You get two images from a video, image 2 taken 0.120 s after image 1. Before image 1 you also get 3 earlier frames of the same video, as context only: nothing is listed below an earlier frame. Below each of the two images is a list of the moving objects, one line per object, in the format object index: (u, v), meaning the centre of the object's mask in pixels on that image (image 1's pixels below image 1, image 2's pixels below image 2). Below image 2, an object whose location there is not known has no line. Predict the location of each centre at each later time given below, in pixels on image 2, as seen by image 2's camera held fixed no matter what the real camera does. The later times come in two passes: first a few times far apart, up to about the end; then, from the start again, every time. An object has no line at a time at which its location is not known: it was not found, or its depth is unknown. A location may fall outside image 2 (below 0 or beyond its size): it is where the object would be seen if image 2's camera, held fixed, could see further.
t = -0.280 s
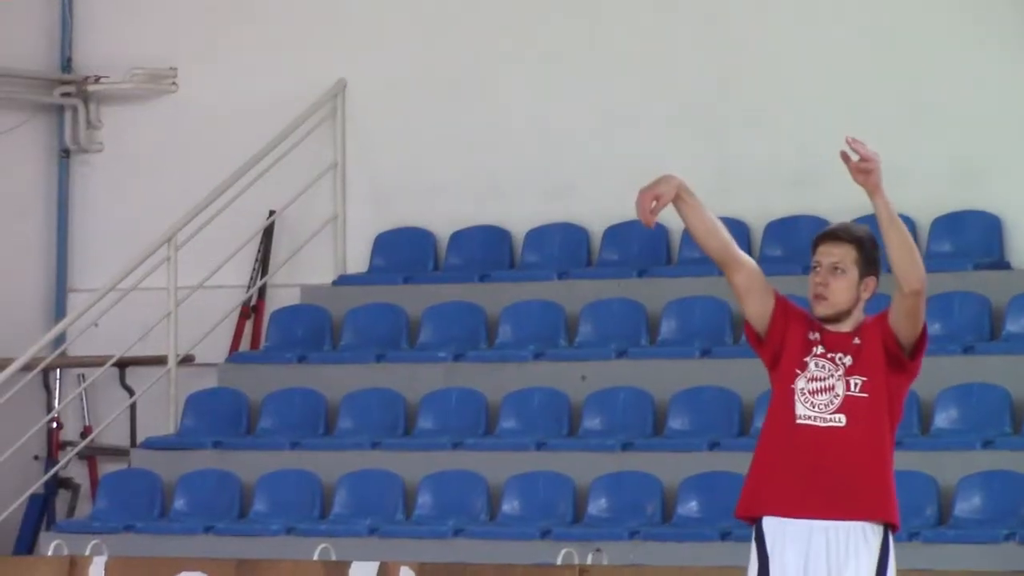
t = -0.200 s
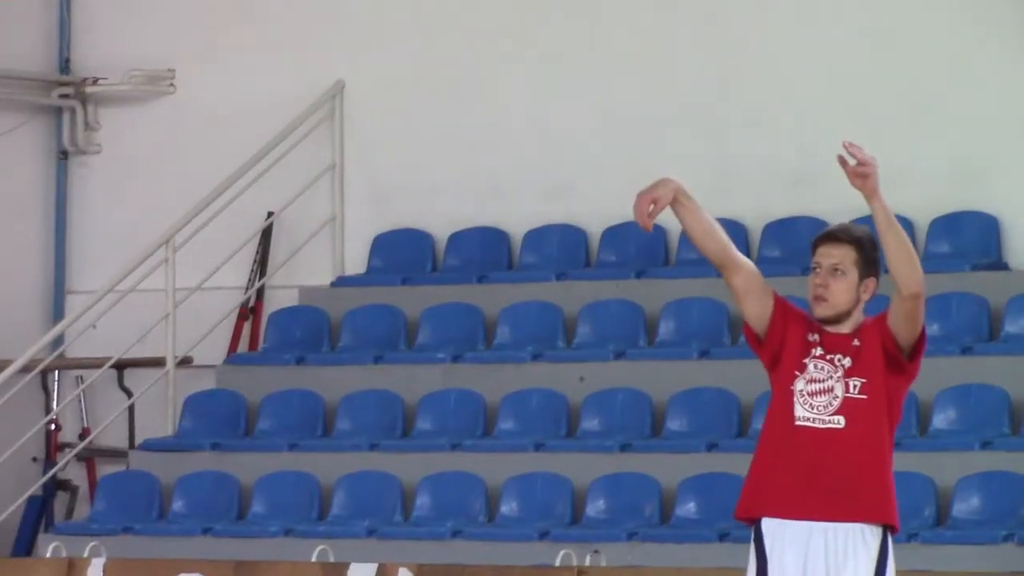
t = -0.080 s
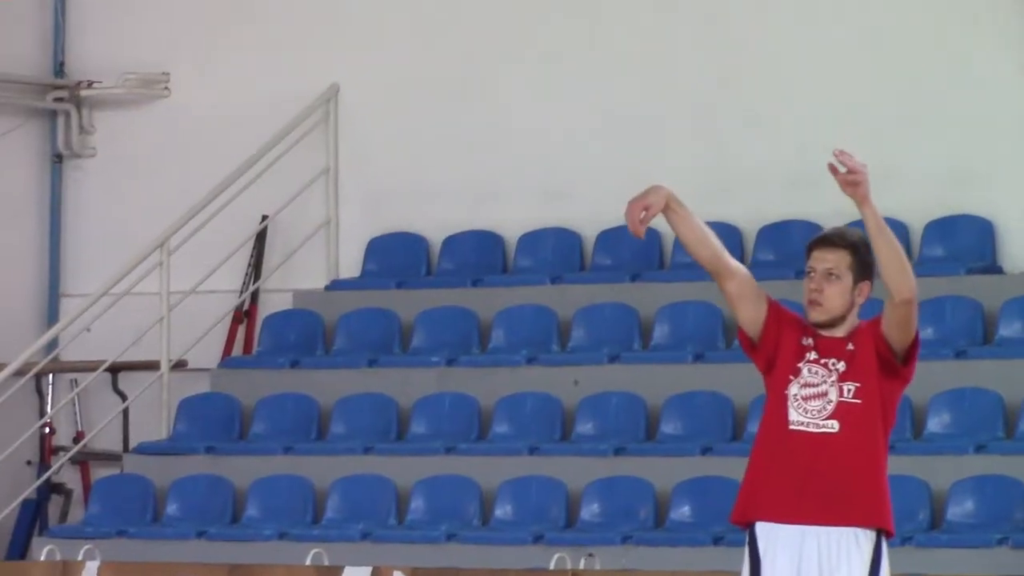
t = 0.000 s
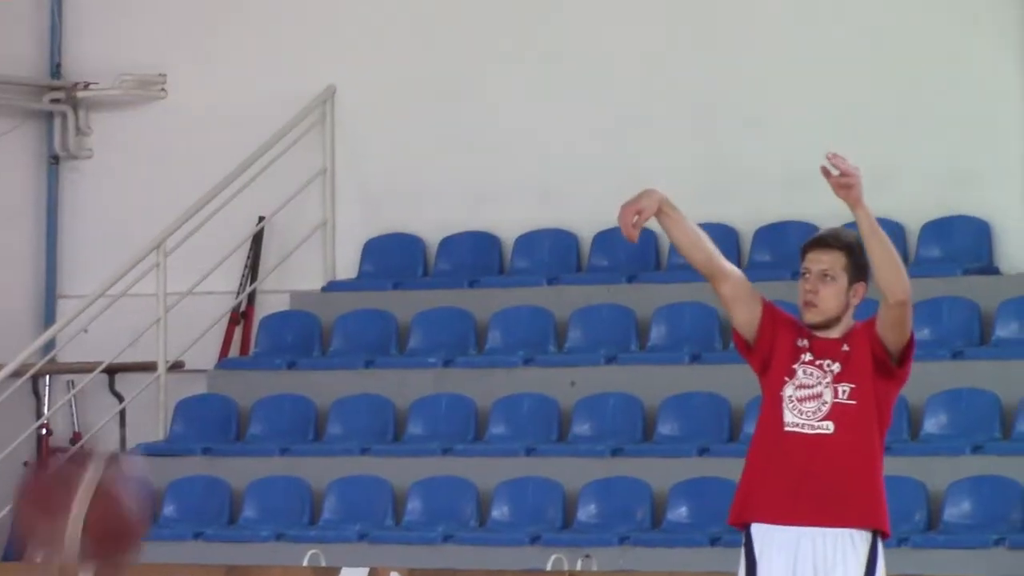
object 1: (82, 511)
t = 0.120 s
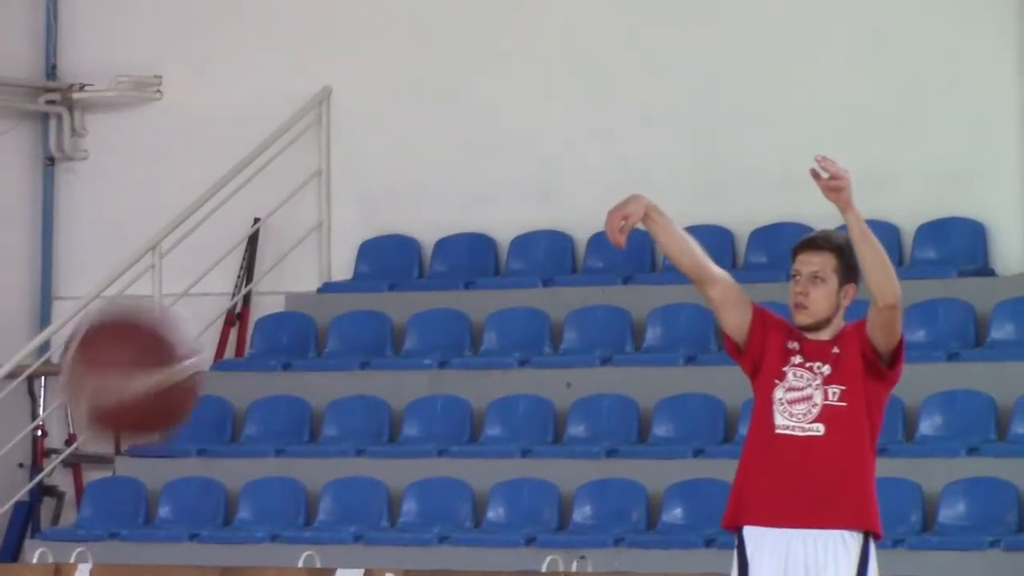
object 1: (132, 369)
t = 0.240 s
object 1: (188, 314)
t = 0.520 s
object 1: (330, 490)
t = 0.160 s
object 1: (151, 342)
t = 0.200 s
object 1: (169, 324)
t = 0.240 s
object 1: (188, 314)
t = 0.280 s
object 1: (209, 311)
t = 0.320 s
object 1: (228, 317)
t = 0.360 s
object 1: (248, 334)
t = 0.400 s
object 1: (269, 358)
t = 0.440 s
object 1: (290, 393)
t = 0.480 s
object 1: (311, 433)
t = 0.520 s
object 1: (330, 490)
